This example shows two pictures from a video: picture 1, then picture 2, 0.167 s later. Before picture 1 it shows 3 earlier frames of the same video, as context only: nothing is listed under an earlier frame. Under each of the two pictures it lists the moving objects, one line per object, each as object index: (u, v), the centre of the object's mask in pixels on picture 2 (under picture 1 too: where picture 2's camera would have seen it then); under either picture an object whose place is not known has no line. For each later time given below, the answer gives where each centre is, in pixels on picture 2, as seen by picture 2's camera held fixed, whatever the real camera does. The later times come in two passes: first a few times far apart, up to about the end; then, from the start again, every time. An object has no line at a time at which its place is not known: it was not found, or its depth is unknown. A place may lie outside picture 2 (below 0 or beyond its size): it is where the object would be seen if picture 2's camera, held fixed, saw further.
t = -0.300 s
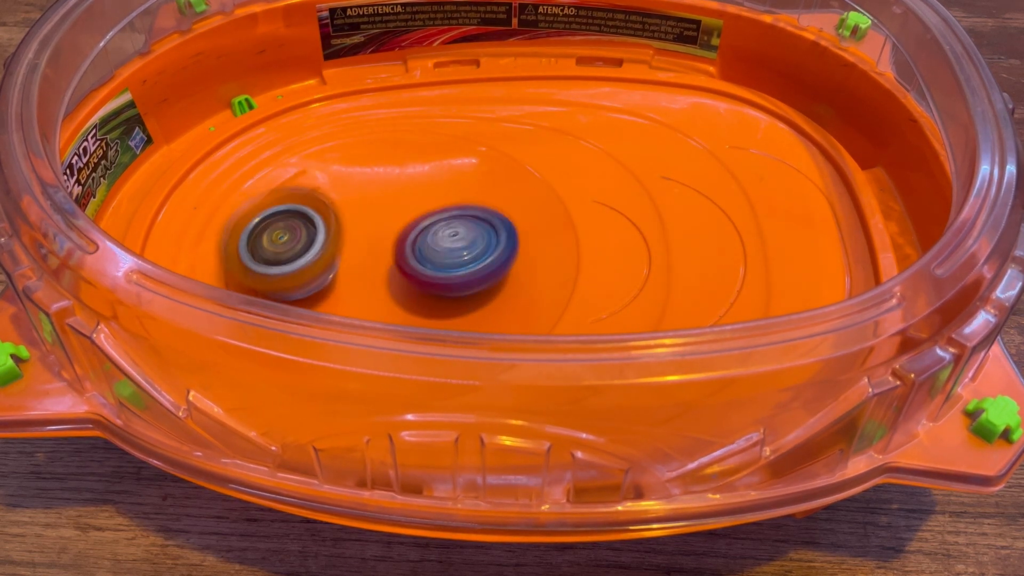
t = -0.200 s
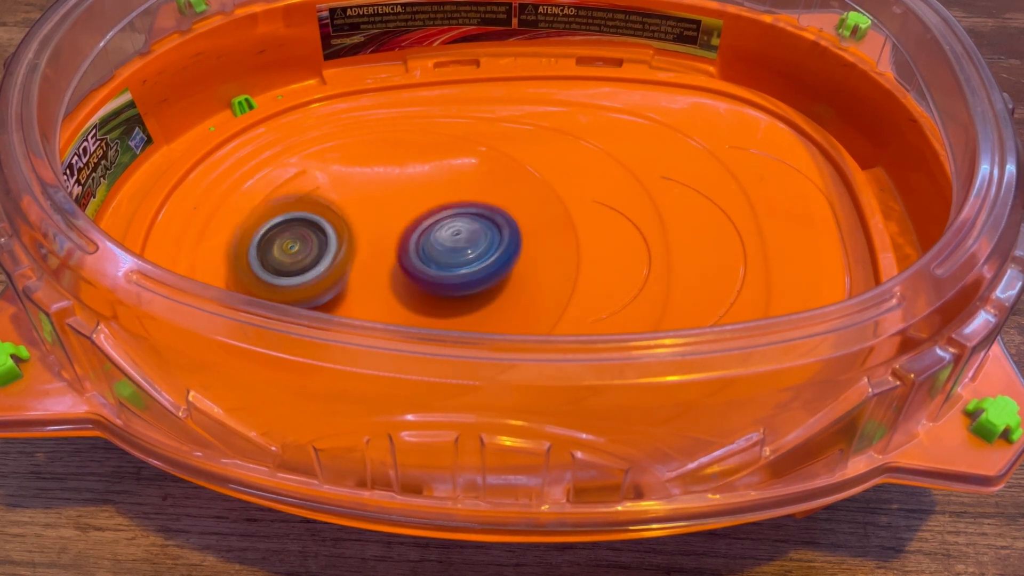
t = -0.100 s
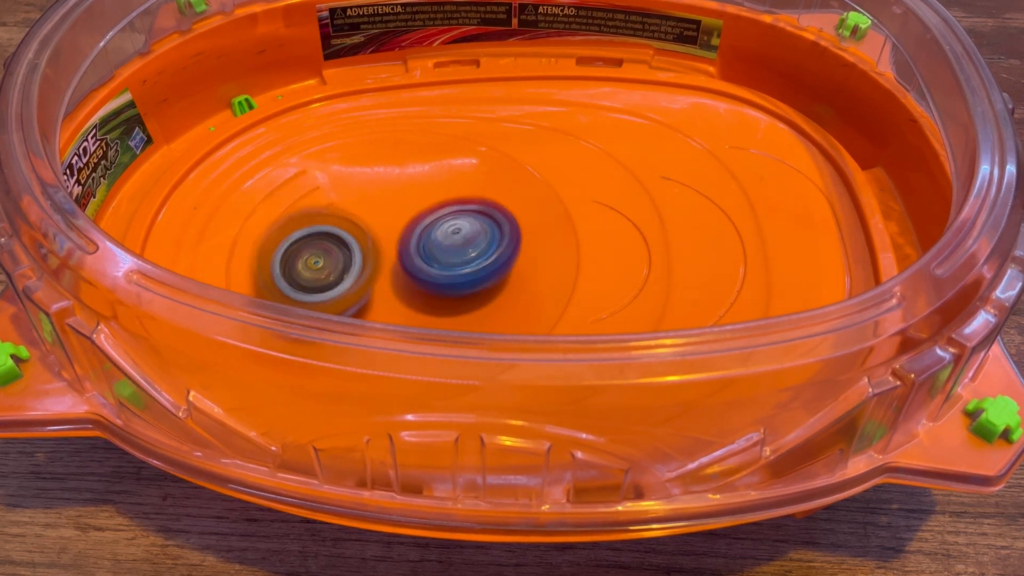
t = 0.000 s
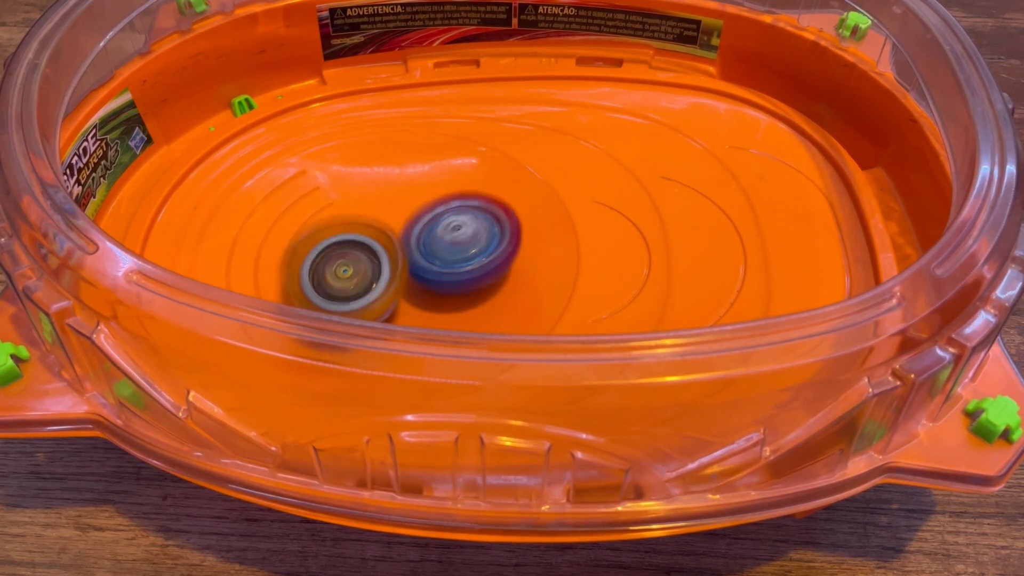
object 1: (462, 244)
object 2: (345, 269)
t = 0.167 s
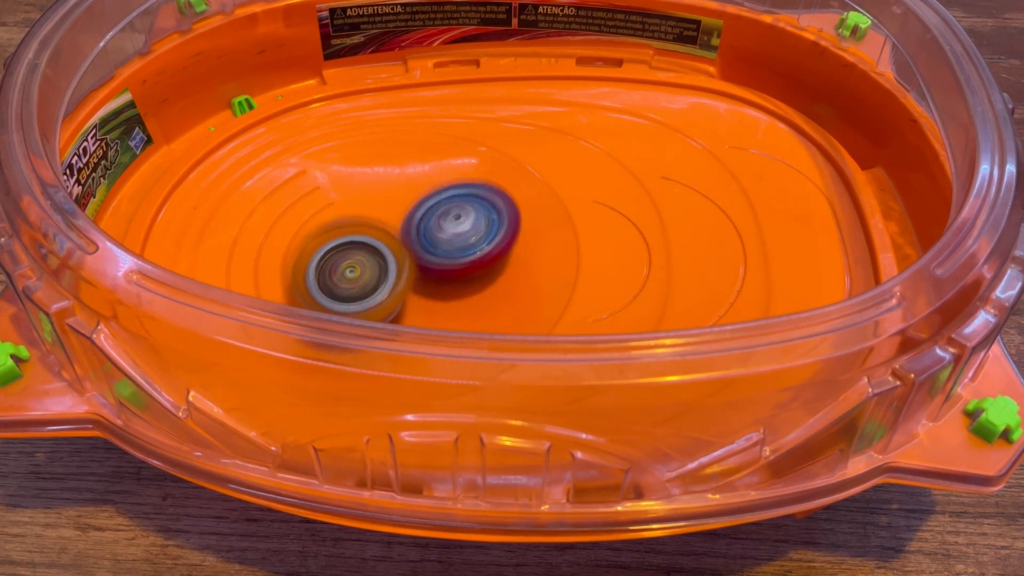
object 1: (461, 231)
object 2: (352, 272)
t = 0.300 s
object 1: (461, 220)
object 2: (341, 272)
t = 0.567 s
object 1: (436, 208)
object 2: (338, 271)
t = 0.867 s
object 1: (404, 201)
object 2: (340, 274)
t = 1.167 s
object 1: (383, 198)
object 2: (340, 280)
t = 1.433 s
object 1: (374, 185)
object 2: (354, 290)
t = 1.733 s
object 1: (377, 199)
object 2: (367, 280)
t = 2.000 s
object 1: (396, 209)
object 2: (381, 285)
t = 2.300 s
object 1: (420, 173)
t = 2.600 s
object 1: (435, 164)
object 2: (419, 356)
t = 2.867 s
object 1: (430, 170)
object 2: (434, 302)
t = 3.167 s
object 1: (409, 158)
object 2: (457, 281)
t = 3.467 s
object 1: (408, 151)
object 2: (434, 295)
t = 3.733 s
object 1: (434, 160)
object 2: (322, 221)
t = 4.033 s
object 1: (462, 181)
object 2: (305, 211)
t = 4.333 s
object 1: (480, 199)
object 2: (336, 226)
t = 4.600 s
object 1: (500, 191)
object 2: (322, 252)
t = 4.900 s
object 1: (493, 199)
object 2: (340, 251)
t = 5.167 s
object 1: (475, 217)
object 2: (337, 255)
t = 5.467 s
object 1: (466, 241)
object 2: (330, 259)
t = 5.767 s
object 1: (481, 257)
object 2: (326, 255)
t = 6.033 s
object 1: (488, 256)
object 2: (347, 264)
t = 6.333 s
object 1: (471, 248)
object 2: (344, 263)
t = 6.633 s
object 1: (445, 216)
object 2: (319, 261)
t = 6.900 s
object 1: (384, 184)
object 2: (338, 264)
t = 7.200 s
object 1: (355, 174)
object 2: (417, 250)
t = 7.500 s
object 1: (341, 213)
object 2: (475, 219)
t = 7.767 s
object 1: (324, 272)
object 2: (476, 210)
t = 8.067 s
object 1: (332, 286)
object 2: (457, 206)
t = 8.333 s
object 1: (393, 291)
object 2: (438, 205)
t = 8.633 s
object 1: (433, 288)
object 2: (399, 189)
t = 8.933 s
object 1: (463, 233)
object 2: (321, 245)
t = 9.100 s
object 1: (456, 204)
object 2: (319, 263)
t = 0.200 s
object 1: (461, 229)
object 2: (354, 271)
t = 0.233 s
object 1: (460, 227)
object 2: (350, 271)
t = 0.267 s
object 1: (462, 223)
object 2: (344, 272)
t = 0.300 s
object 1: (461, 220)
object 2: (341, 272)
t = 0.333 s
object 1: (459, 218)
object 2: (340, 271)
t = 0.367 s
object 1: (456, 216)
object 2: (340, 271)
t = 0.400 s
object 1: (453, 213)
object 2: (340, 272)
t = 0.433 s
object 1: (450, 212)
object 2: (339, 271)
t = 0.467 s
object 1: (447, 212)
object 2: (339, 271)
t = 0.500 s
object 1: (443, 210)
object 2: (338, 271)
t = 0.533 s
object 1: (440, 210)
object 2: (338, 270)
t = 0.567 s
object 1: (436, 208)
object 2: (338, 271)
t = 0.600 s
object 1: (433, 207)
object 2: (338, 270)
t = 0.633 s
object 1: (429, 207)
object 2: (338, 270)
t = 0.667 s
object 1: (425, 206)
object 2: (337, 270)
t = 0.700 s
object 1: (422, 206)
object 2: (338, 270)
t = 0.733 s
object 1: (418, 206)
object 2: (340, 270)
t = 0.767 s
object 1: (414, 205)
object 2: (339, 271)
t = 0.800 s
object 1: (411, 204)
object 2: (338, 271)
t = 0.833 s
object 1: (407, 202)
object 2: (337, 273)
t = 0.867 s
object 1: (404, 201)
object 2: (340, 274)
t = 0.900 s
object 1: (400, 200)
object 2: (341, 275)
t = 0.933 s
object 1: (397, 199)
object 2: (341, 275)
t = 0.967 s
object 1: (394, 199)
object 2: (339, 276)
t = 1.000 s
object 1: (395, 198)
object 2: (337, 278)
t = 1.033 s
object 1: (394, 197)
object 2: (336, 279)
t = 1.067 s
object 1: (392, 199)
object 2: (335, 279)
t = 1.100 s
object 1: (389, 199)
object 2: (337, 279)
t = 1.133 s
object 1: (387, 200)
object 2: (339, 278)
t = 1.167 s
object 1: (383, 198)
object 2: (340, 280)
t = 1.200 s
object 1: (379, 190)
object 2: (345, 286)
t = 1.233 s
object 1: (377, 183)
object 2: (350, 290)
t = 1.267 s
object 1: (376, 183)
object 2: (351, 290)
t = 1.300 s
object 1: (375, 184)
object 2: (351, 291)
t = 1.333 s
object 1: (374, 183)
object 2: (351, 291)
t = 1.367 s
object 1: (374, 183)
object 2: (352, 290)
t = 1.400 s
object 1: (374, 183)
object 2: (353, 290)
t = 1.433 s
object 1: (374, 185)
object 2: (354, 290)
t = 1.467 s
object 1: (373, 186)
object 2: (355, 289)
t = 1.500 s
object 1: (372, 187)
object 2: (356, 288)
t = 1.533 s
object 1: (373, 188)
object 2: (356, 287)
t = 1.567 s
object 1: (373, 190)
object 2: (357, 285)
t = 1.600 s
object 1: (374, 193)
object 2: (358, 283)
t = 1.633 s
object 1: (374, 194)
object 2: (360, 282)
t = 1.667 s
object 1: (374, 196)
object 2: (362, 281)
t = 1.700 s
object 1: (376, 197)
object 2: (365, 281)
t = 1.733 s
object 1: (377, 199)
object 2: (367, 280)
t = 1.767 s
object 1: (380, 200)
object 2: (368, 279)
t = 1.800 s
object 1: (383, 201)
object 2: (369, 281)
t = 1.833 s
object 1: (383, 202)
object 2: (372, 281)
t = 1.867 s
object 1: (385, 204)
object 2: (375, 281)
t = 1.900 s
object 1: (387, 206)
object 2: (376, 282)
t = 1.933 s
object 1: (391, 207)
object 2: (377, 284)
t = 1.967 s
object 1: (393, 208)
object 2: (378, 285)
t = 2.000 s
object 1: (396, 209)
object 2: (381, 285)
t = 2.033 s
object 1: (400, 210)
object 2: (383, 285)
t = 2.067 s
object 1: (404, 210)
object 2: (382, 287)
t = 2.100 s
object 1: (407, 196)
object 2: (372, 337)
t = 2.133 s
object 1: (408, 183)
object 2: (367, 361)
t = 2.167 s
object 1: (410, 177)
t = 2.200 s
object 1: (412, 175)
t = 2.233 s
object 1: (415, 175)
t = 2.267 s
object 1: (417, 174)
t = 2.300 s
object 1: (420, 173)
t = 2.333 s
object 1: (423, 171)
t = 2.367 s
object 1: (425, 171)
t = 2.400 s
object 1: (426, 169)
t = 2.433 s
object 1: (429, 168)
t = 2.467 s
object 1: (431, 165)
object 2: (412, 367)
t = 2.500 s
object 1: (432, 165)
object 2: (413, 360)
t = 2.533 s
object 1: (433, 165)
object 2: (407, 371)
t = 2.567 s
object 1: (434, 163)
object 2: (420, 356)
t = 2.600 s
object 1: (435, 164)
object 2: (419, 356)
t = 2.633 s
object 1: (435, 162)
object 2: (420, 354)
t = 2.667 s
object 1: (435, 162)
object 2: (422, 354)
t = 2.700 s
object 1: (435, 162)
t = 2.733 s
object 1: (435, 164)
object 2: (423, 355)
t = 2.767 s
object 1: (433, 164)
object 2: (430, 328)
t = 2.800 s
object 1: (431, 164)
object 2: (430, 308)
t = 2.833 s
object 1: (431, 167)
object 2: (431, 305)
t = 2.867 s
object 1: (430, 170)
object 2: (434, 302)
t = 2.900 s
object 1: (428, 172)
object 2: (437, 299)
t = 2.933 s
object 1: (427, 174)
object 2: (440, 296)
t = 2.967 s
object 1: (426, 176)
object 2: (443, 292)
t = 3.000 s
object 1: (425, 180)
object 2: (448, 287)
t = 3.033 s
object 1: (423, 181)
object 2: (452, 282)
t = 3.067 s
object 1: (422, 182)
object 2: (451, 276)
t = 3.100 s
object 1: (421, 183)
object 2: (450, 266)
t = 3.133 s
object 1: (416, 177)
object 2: (454, 270)
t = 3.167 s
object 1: (409, 158)
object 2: (457, 281)
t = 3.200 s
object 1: (403, 146)
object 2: (460, 290)
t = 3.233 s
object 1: (399, 140)
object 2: (457, 296)
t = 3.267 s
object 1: (396, 140)
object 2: (448, 300)
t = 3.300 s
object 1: (399, 142)
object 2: (442, 304)
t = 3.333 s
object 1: (401, 144)
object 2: (440, 306)
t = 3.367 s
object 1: (402, 145)
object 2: (438, 305)
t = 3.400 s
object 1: (404, 147)
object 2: (439, 303)
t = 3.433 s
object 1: (407, 149)
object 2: (438, 300)
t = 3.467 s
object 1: (408, 151)
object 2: (434, 295)
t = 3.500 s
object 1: (410, 154)
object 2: (429, 288)
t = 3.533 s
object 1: (413, 157)
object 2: (418, 280)
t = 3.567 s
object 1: (414, 160)
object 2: (406, 268)
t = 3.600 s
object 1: (417, 163)
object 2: (395, 254)
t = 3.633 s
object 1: (421, 160)
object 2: (376, 245)
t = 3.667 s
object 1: (428, 157)
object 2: (356, 236)
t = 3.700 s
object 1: (430, 159)
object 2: (336, 229)
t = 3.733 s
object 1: (434, 160)
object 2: (322, 221)
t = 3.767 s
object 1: (438, 162)
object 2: (305, 214)
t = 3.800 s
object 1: (440, 165)
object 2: (291, 209)
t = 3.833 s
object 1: (444, 167)
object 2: (283, 206)
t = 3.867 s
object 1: (448, 169)
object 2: (276, 205)
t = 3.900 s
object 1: (451, 171)
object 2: (274, 204)
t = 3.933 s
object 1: (453, 174)
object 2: (277, 205)
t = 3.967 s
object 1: (457, 175)
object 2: (285, 207)
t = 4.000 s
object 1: (460, 177)
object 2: (294, 208)
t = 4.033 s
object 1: (462, 181)
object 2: (305, 211)
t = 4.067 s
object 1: (464, 182)
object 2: (311, 214)
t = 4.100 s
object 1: (467, 184)
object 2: (318, 218)
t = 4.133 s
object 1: (469, 187)
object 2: (321, 221)
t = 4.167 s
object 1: (471, 188)
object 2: (324, 223)
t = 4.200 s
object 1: (474, 191)
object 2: (324, 225)
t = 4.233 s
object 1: (476, 192)
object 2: (325, 225)
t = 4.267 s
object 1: (476, 195)
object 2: (326, 225)
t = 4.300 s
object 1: (478, 197)
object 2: (329, 225)
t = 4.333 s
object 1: (480, 199)
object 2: (336, 226)
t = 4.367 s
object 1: (480, 202)
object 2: (343, 226)
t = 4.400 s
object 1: (481, 203)
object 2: (351, 226)
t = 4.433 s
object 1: (480, 210)
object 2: (361, 224)
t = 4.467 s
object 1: (491, 199)
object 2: (350, 231)
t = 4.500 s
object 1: (498, 193)
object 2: (337, 240)
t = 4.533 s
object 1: (500, 189)
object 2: (331, 245)
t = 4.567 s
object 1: (499, 190)
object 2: (324, 250)
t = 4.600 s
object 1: (500, 191)
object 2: (322, 252)
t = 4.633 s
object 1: (500, 193)
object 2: (323, 251)
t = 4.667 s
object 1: (501, 193)
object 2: (323, 250)
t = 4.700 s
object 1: (501, 194)
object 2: (327, 249)
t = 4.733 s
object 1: (500, 193)
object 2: (330, 248)
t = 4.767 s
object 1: (500, 194)
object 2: (333, 247)
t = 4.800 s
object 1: (498, 195)
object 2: (335, 248)
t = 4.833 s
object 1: (497, 196)
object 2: (336, 248)
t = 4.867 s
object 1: (496, 199)
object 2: (339, 249)
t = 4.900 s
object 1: (493, 199)
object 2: (340, 251)
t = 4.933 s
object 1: (492, 201)
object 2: (341, 252)
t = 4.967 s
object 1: (489, 203)
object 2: (340, 253)
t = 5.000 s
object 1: (487, 205)
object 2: (340, 254)
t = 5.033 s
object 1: (484, 208)
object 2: (339, 255)
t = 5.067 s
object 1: (481, 210)
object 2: (336, 255)
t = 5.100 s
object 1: (480, 213)
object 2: (336, 255)
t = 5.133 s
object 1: (476, 214)
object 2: (337, 255)
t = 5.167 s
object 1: (475, 217)
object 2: (337, 255)
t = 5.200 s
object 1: (473, 220)
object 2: (337, 257)
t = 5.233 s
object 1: (469, 222)
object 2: (336, 258)
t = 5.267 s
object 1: (468, 226)
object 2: (336, 258)
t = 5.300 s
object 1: (465, 229)
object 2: (337, 258)
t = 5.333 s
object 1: (464, 234)
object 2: (340, 258)
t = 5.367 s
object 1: (462, 237)
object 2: (337, 260)
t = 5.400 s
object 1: (461, 239)
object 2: (336, 259)
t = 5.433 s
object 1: (464, 241)
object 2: (333, 259)
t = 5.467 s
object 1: (466, 241)
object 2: (330, 259)
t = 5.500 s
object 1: (467, 243)
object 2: (325, 260)
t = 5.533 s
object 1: (466, 246)
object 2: (327, 260)
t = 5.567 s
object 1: (467, 248)
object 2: (331, 261)
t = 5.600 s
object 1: (468, 251)
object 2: (335, 260)
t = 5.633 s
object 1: (470, 251)
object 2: (335, 260)
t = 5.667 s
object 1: (472, 252)
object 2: (336, 259)
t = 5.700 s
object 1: (473, 254)
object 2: (335, 258)
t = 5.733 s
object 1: (479, 256)
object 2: (330, 256)
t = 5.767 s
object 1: (481, 257)
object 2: (326, 255)
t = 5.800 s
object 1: (482, 257)
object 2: (326, 254)
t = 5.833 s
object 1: (484, 258)
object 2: (326, 255)
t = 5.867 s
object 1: (484, 258)
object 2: (328, 256)
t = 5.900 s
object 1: (486, 258)
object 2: (332, 257)
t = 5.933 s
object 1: (486, 258)
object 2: (338, 258)
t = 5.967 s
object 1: (488, 257)
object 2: (343, 262)
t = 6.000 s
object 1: (488, 257)
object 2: (346, 263)
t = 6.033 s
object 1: (488, 256)
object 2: (347, 264)
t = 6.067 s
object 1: (489, 256)
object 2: (346, 266)
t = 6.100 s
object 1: (487, 254)
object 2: (348, 266)
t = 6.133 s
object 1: (486, 253)
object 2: (346, 267)
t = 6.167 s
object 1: (484, 253)
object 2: (346, 267)
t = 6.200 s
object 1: (482, 252)
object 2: (346, 267)
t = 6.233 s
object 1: (479, 253)
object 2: (347, 266)
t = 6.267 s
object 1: (476, 252)
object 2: (351, 264)
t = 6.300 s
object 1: (475, 251)
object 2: (345, 264)
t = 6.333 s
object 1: (471, 248)
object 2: (344, 263)
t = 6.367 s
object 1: (469, 245)
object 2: (345, 262)
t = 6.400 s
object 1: (464, 245)
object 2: (342, 262)
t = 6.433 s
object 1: (458, 246)
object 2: (339, 260)
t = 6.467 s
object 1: (454, 241)
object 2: (337, 260)
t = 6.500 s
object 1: (460, 232)
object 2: (320, 262)
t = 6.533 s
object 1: (461, 224)
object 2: (314, 262)
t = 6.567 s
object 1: (457, 220)
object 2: (310, 261)
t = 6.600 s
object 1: (451, 218)
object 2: (313, 260)
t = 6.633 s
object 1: (445, 216)
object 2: (319, 261)
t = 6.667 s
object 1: (438, 212)
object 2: (327, 260)
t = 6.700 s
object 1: (431, 209)
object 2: (332, 262)
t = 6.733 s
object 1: (423, 204)
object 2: (333, 263)
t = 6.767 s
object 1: (415, 201)
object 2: (330, 264)
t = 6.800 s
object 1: (407, 196)
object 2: (331, 264)
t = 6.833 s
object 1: (399, 192)
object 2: (330, 264)
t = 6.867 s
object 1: (391, 187)
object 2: (334, 264)
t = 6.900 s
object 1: (384, 184)
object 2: (338, 264)
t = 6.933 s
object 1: (378, 179)
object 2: (342, 264)
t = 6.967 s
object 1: (371, 177)
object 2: (347, 265)
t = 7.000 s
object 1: (368, 175)
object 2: (357, 262)
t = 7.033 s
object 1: (364, 173)
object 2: (365, 261)
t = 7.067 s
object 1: (363, 171)
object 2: (375, 258)
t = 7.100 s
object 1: (360, 172)
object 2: (386, 255)
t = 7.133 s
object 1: (360, 172)
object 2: (395, 250)
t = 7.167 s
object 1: (357, 171)
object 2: (407, 251)
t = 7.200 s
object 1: (355, 174)
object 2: (417, 250)
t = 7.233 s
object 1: (355, 175)
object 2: (426, 246)
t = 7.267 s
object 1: (355, 178)
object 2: (432, 242)
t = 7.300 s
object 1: (357, 179)
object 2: (440, 238)
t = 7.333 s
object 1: (355, 181)
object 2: (444, 235)
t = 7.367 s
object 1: (355, 185)
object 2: (447, 231)
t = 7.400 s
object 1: (354, 191)
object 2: (452, 228)
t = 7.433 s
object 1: (352, 199)
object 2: (454, 224)
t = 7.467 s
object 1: (346, 206)
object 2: (469, 222)
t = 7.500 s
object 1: (341, 213)
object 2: (475, 219)
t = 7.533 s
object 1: (339, 222)
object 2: (479, 216)
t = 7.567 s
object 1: (335, 232)
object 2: (479, 211)
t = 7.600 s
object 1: (332, 241)
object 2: (480, 210)
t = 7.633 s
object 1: (331, 248)
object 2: (480, 209)
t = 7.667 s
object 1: (329, 258)
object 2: (478, 208)
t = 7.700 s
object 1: (327, 264)
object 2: (479, 208)
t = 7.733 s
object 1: (326, 267)
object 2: (478, 210)
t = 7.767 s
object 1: (324, 272)
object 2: (476, 210)
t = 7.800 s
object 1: (325, 276)
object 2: (474, 212)
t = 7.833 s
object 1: (324, 277)
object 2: (471, 214)
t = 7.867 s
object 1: (324, 278)
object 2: (466, 216)
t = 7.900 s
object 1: (326, 281)
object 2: (457, 215)
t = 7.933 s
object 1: (326, 282)
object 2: (454, 213)
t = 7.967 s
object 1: (327, 283)
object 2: (450, 211)
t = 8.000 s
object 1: (329, 285)
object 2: (452, 207)
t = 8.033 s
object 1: (329, 285)
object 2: (455, 206)
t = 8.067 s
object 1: (332, 286)
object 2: (457, 206)
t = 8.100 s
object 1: (336, 287)
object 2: (457, 205)
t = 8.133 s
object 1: (340, 287)
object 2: (458, 205)
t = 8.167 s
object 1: (345, 287)
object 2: (458, 204)
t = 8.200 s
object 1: (354, 289)
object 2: (455, 205)
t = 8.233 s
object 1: (364, 288)
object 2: (452, 205)
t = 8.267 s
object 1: (372, 289)
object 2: (448, 205)
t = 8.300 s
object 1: (383, 288)
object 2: (445, 207)
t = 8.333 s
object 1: (393, 291)
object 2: (438, 205)
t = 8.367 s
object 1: (397, 295)
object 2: (438, 195)
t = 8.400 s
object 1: (400, 296)
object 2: (436, 186)
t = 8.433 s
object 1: (405, 297)
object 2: (435, 180)
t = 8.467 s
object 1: (412, 296)
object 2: (433, 178)
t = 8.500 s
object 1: (415, 296)
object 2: (428, 178)
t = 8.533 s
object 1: (418, 294)
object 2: (421, 180)
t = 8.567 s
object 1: (423, 293)
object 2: (415, 183)
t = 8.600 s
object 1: (429, 291)
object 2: (407, 185)
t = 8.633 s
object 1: (433, 288)
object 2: (399, 189)
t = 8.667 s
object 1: (436, 284)
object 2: (388, 195)
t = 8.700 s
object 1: (440, 280)
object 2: (377, 200)
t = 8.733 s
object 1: (448, 273)
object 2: (366, 206)
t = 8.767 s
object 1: (451, 267)
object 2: (356, 211)
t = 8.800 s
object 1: (456, 260)
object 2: (349, 216)
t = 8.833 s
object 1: (457, 254)
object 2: (342, 223)
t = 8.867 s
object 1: (463, 245)
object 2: (333, 231)
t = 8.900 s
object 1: (463, 239)
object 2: (326, 238)
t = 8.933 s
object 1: (463, 233)
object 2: (321, 245)
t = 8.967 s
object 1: (464, 224)
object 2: (317, 251)
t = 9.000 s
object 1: (462, 219)
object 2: (315, 256)
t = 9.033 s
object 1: (462, 213)
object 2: (317, 261)
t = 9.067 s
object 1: (459, 208)
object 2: (317, 261)
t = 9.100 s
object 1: (456, 204)
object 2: (319, 263)
